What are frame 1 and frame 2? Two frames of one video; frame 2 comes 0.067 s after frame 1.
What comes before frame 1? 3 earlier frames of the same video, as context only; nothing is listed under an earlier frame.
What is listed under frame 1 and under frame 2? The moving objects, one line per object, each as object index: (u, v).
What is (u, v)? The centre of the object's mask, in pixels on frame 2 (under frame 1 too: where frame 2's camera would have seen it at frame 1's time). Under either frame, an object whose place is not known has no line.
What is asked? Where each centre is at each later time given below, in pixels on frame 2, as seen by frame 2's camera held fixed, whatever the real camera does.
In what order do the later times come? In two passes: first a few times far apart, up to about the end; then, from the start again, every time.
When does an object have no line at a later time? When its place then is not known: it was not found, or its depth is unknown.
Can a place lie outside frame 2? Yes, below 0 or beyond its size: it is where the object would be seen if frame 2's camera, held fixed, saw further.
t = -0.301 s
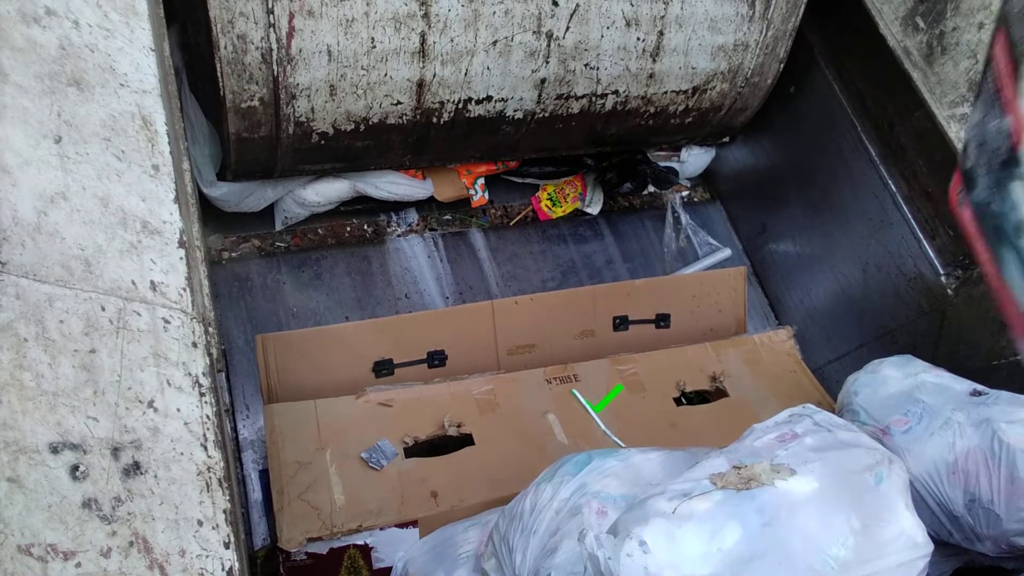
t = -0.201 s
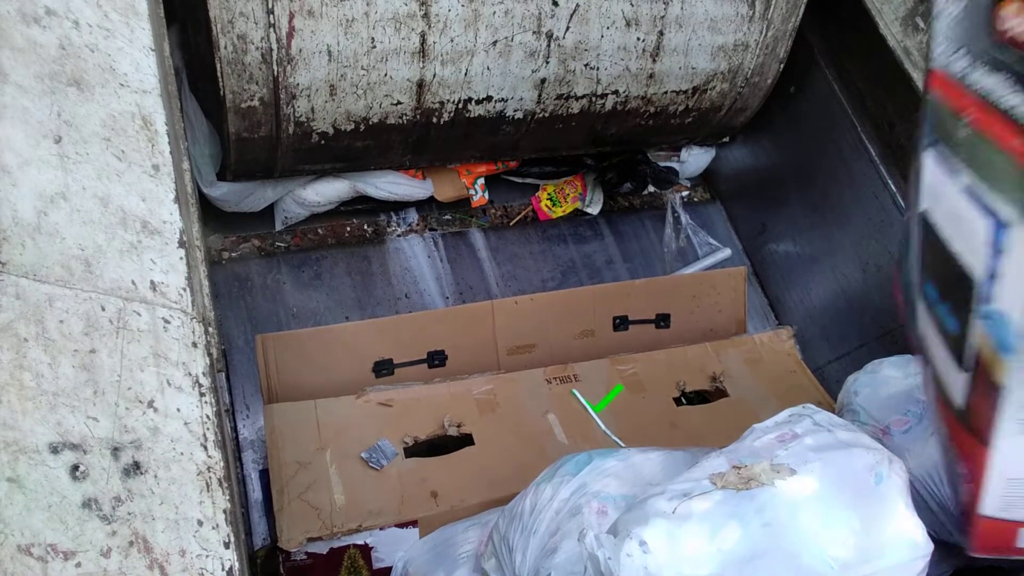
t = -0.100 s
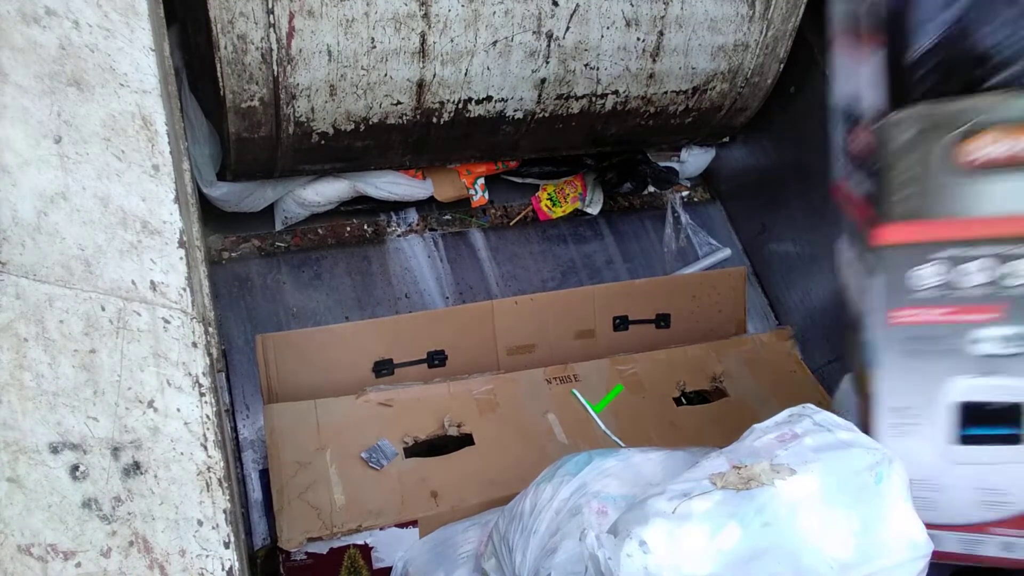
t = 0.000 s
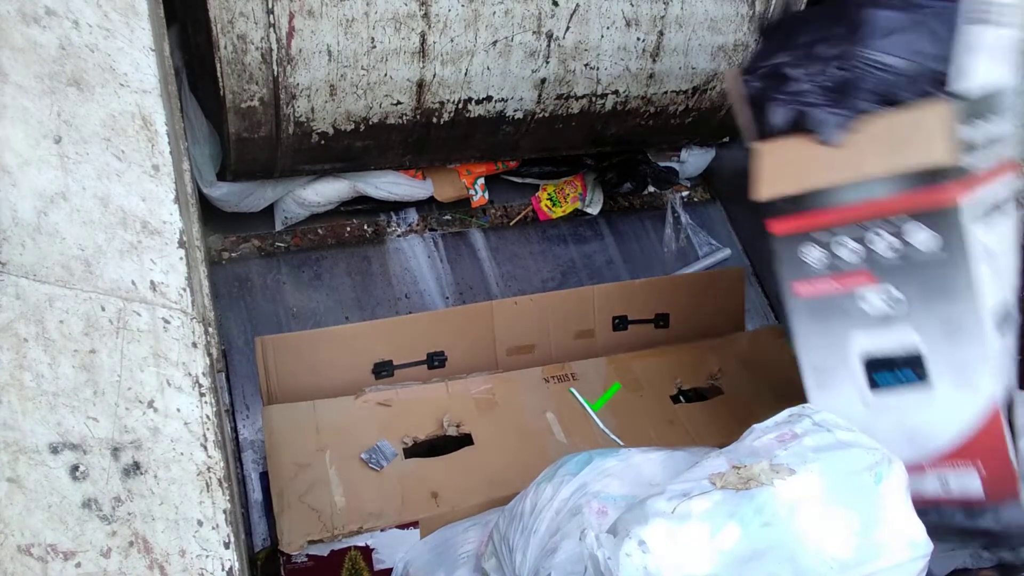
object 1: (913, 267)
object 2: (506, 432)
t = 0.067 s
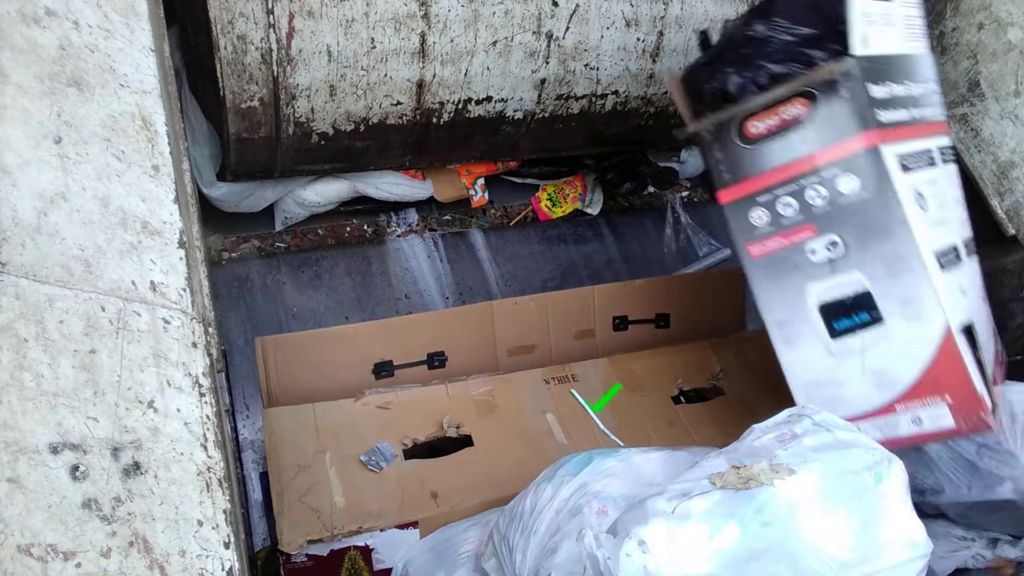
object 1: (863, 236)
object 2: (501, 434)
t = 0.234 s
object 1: (759, 219)
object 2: (491, 436)
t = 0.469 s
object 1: (690, 307)
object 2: (443, 457)
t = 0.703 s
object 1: (689, 311)
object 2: (420, 467)
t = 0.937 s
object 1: (688, 314)
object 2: (419, 466)
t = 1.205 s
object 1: (688, 314)
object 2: (419, 466)
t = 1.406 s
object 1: (688, 314)
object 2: (419, 466)
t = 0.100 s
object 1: (834, 216)
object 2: (498, 435)
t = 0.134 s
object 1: (808, 202)
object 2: (495, 435)
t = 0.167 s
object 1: (788, 202)
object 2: (492, 436)
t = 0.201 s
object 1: (773, 208)
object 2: (491, 436)
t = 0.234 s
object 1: (759, 219)
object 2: (491, 436)
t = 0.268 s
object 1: (747, 229)
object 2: (491, 437)
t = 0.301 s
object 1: (736, 242)
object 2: (492, 437)
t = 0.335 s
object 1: (723, 254)
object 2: (491, 438)
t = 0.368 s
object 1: (711, 267)
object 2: (488, 441)
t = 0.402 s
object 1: (699, 280)
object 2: (486, 443)
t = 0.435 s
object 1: (692, 296)
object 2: (469, 450)
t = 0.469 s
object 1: (690, 307)
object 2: (443, 457)
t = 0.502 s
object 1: (689, 311)
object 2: (419, 463)
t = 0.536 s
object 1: (689, 310)
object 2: (420, 468)
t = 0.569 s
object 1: (690, 308)
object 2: (422, 467)
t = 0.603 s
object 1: (691, 307)
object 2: (420, 464)
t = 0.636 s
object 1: (691, 307)
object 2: (419, 463)
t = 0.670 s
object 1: (690, 309)
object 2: (419, 465)
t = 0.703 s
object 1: (689, 311)
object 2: (420, 467)
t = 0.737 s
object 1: (688, 313)
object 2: (419, 467)
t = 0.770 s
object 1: (688, 314)
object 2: (418, 466)
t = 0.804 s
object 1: (688, 314)
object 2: (419, 466)
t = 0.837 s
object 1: (689, 314)
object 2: (419, 466)
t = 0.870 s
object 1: (689, 314)
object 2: (419, 466)
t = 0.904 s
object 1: (688, 314)
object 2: (419, 466)
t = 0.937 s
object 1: (688, 314)
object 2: (419, 466)
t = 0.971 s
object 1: (688, 314)
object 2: (419, 466)
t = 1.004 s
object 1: (688, 314)
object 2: (419, 466)
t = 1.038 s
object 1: (688, 314)
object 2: (419, 466)
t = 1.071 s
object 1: (688, 314)
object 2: (419, 466)
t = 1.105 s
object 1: (688, 314)
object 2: (419, 466)
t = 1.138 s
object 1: (688, 314)
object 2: (419, 466)
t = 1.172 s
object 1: (688, 314)
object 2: (419, 466)
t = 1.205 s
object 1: (688, 314)
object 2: (419, 466)
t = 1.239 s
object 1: (688, 314)
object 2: (419, 466)
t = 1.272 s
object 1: (688, 314)
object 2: (419, 466)
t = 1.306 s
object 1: (688, 314)
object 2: (419, 466)
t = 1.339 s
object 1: (688, 314)
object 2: (419, 466)
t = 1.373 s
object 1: (688, 314)
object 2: (419, 466)
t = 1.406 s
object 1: (688, 314)
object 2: (419, 466)
